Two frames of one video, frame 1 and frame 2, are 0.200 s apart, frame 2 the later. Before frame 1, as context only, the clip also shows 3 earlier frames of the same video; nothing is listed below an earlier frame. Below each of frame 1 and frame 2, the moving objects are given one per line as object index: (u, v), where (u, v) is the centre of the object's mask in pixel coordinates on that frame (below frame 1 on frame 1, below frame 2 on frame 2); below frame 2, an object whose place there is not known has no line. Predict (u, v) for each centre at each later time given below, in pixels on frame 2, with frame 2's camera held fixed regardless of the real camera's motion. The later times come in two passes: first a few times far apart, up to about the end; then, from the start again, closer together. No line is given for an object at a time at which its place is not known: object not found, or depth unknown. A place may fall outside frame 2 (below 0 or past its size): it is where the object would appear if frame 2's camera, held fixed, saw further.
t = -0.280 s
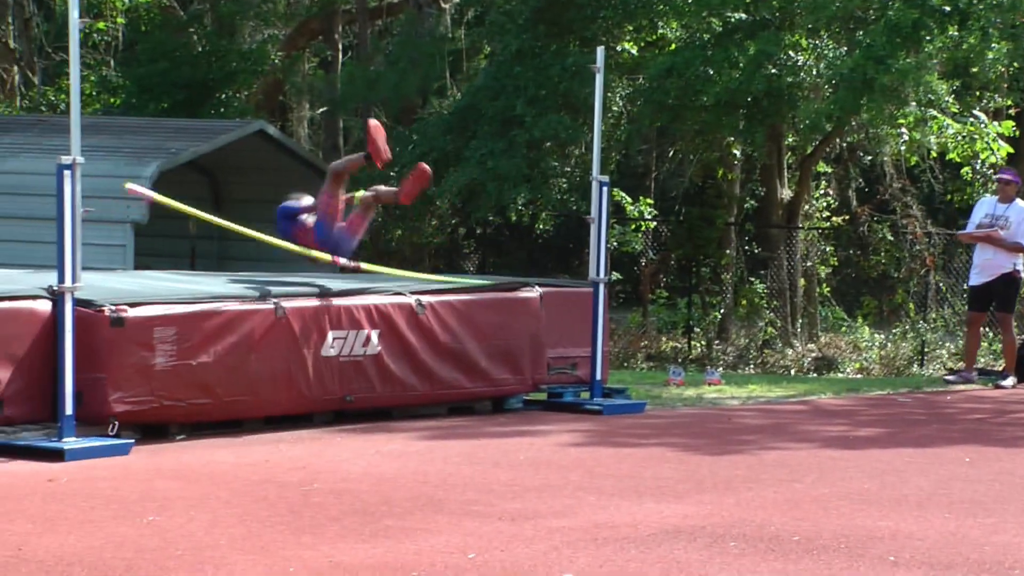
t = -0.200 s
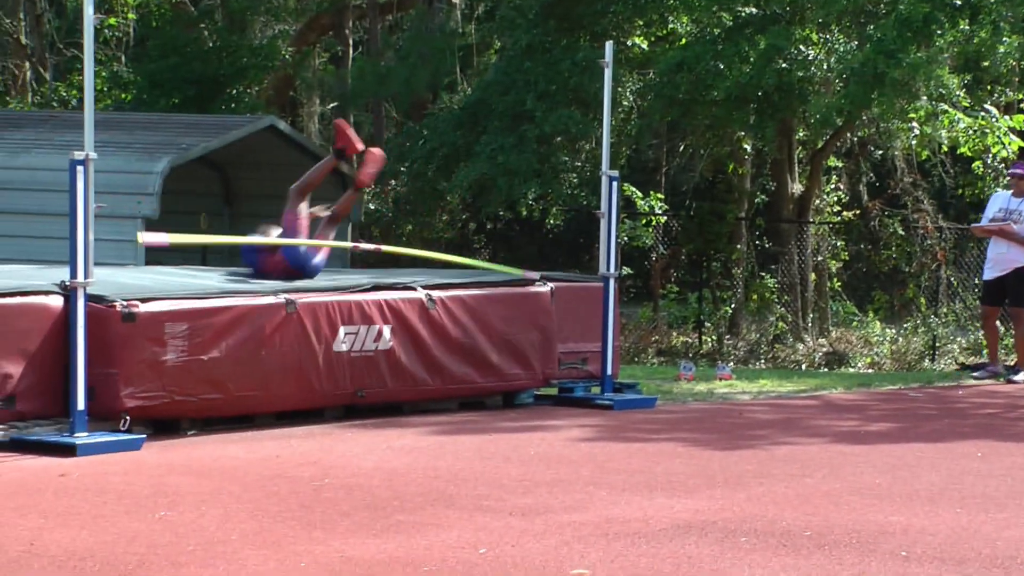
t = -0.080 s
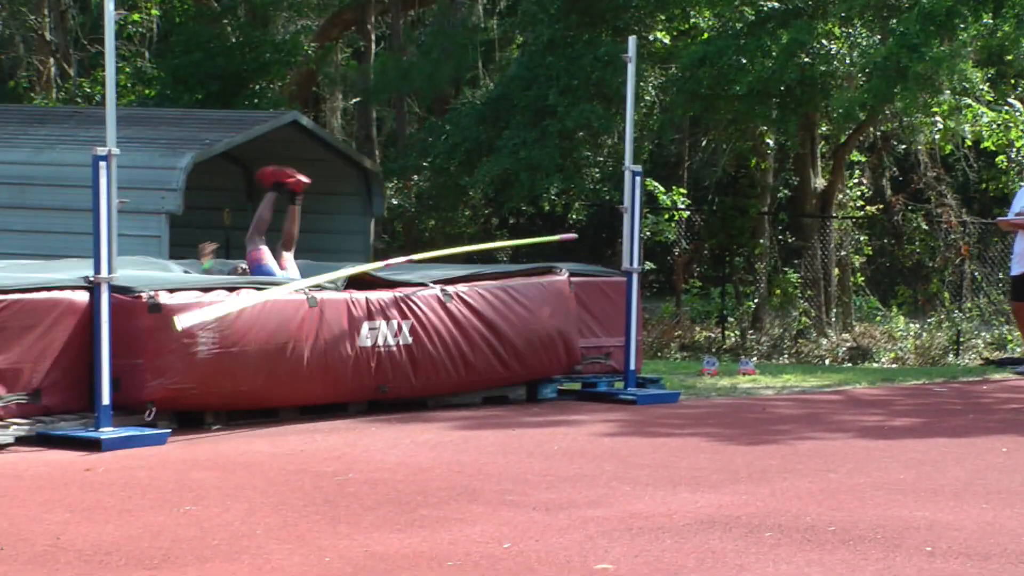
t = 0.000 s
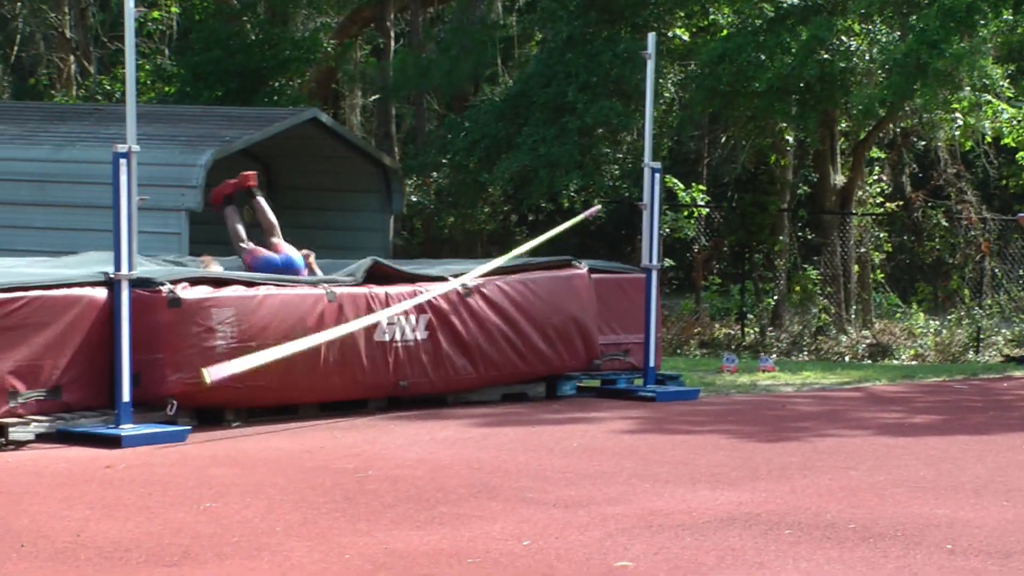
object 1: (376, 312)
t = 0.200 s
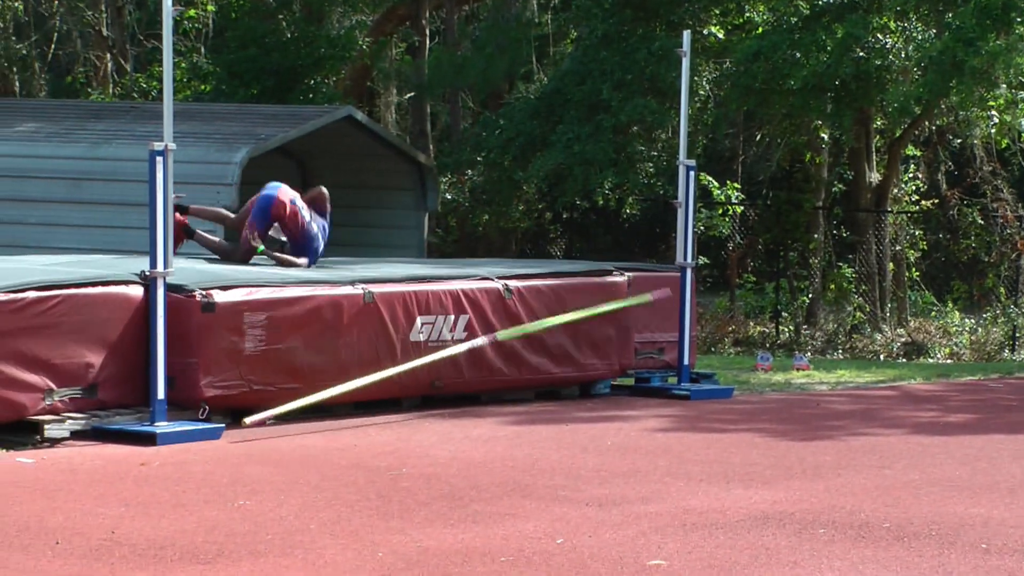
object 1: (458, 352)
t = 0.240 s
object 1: (467, 361)
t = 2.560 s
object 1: (457, 414)
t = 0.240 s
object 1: (467, 361)
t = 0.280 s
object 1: (468, 373)
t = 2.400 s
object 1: (458, 414)
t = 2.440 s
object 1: (457, 414)
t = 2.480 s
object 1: (457, 414)
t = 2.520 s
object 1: (455, 414)
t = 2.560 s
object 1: (457, 414)
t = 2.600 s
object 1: (458, 414)
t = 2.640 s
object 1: (458, 414)
